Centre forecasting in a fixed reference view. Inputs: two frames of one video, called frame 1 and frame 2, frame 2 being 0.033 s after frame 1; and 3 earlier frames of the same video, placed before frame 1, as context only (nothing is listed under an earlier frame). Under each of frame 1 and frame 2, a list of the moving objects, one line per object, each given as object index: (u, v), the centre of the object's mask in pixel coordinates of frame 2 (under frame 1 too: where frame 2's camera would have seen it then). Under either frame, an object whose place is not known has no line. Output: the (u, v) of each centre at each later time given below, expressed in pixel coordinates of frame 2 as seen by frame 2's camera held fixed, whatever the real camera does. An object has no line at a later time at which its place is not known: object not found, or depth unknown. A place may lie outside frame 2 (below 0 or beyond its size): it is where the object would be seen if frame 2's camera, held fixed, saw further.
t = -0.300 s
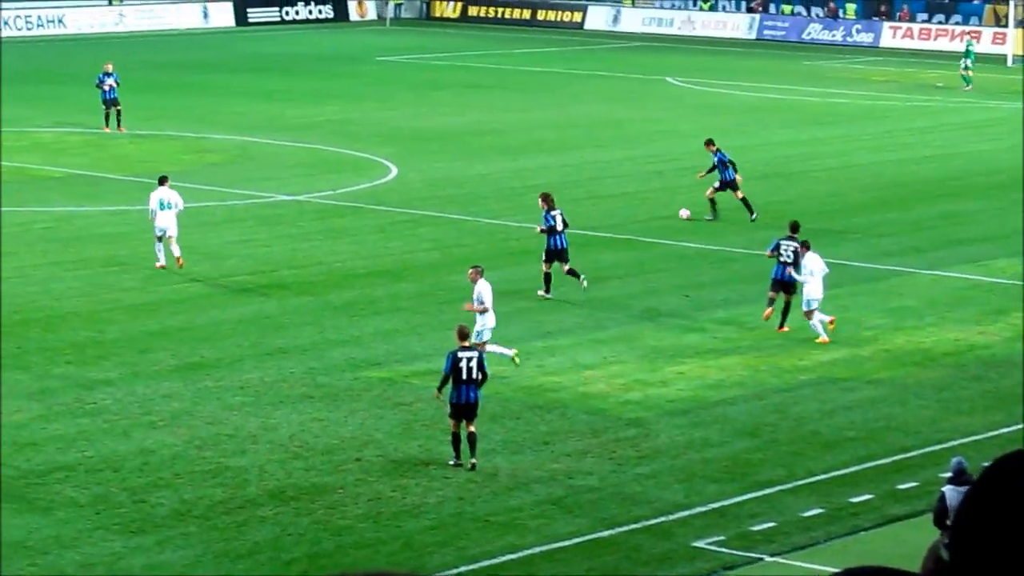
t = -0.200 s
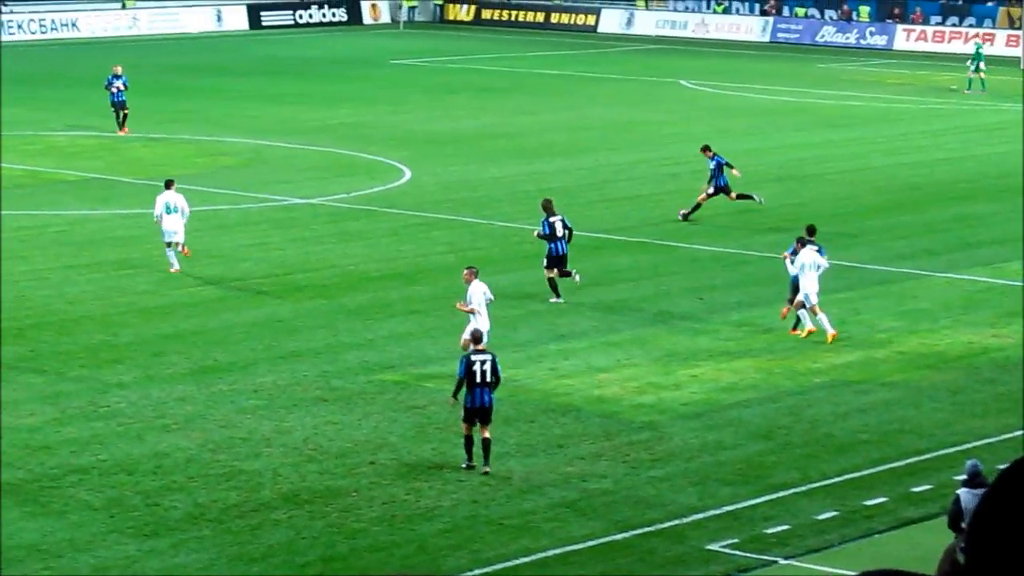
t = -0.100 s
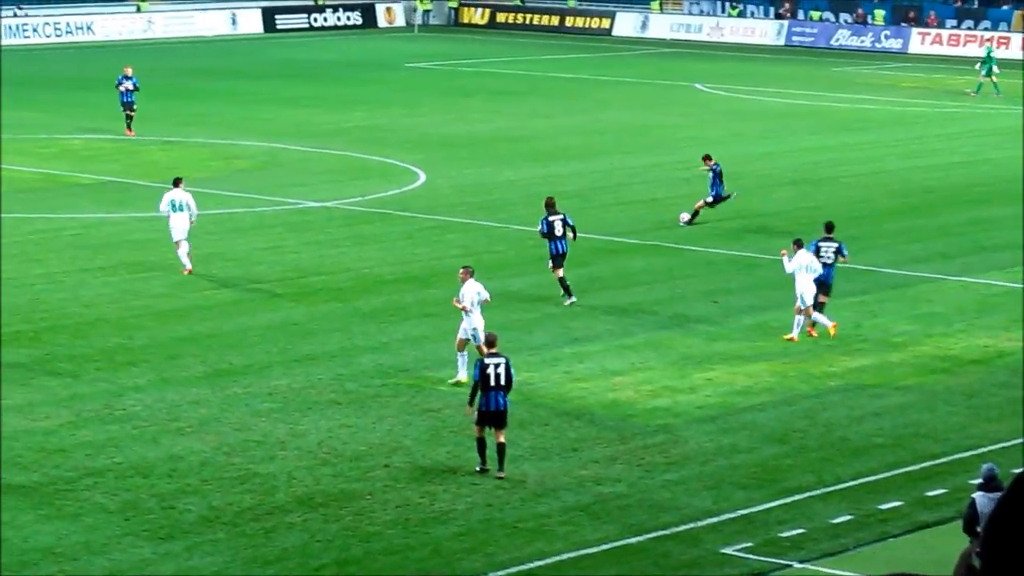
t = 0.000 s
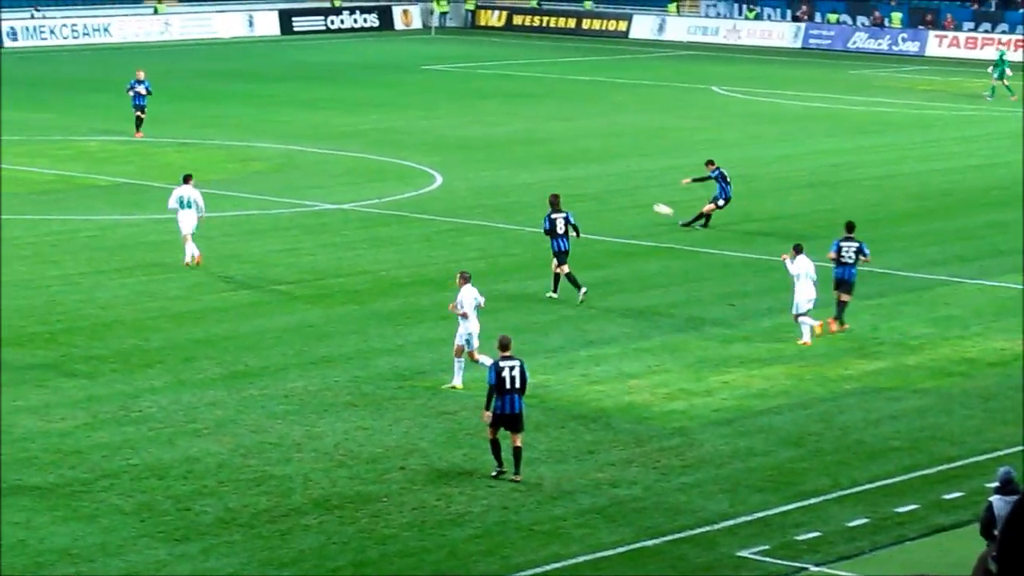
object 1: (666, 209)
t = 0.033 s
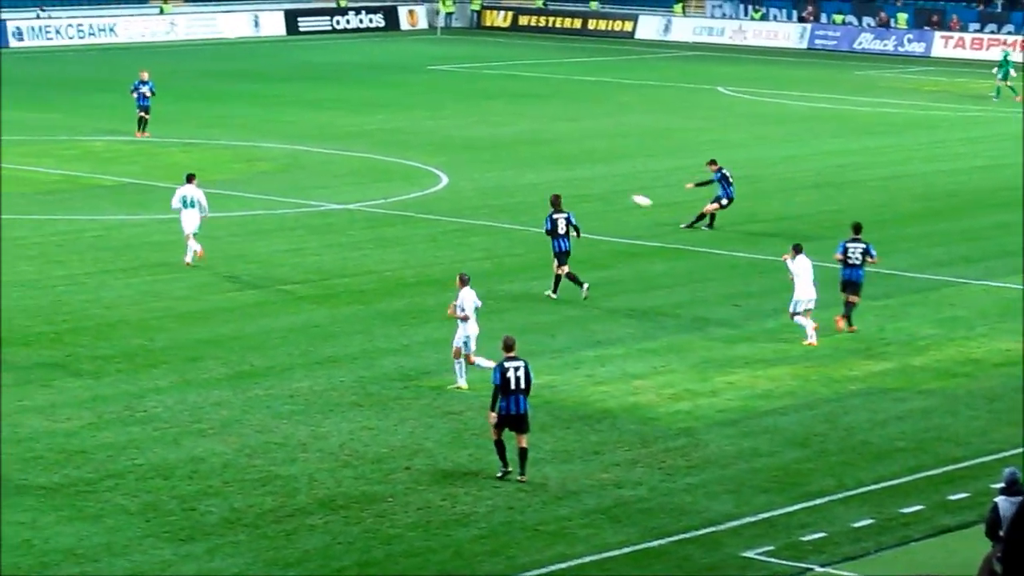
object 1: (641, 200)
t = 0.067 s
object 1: (615, 190)
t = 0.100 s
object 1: (588, 182)
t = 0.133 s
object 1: (562, 172)
